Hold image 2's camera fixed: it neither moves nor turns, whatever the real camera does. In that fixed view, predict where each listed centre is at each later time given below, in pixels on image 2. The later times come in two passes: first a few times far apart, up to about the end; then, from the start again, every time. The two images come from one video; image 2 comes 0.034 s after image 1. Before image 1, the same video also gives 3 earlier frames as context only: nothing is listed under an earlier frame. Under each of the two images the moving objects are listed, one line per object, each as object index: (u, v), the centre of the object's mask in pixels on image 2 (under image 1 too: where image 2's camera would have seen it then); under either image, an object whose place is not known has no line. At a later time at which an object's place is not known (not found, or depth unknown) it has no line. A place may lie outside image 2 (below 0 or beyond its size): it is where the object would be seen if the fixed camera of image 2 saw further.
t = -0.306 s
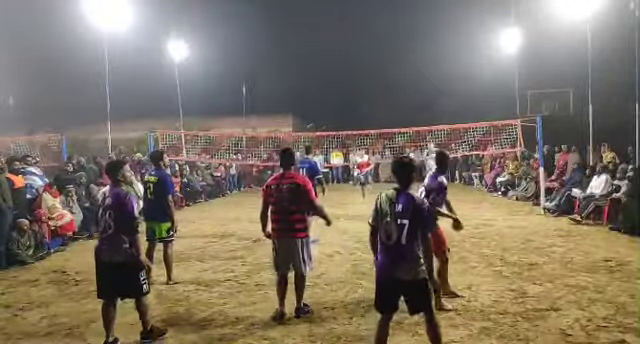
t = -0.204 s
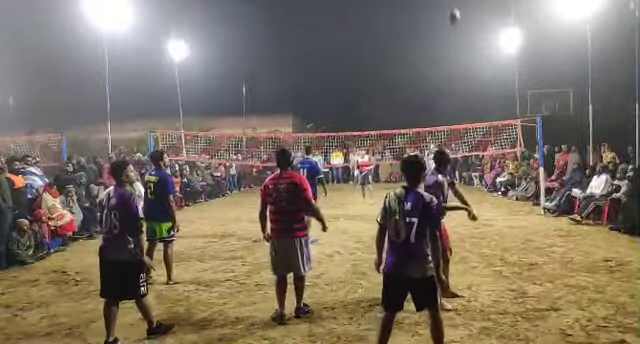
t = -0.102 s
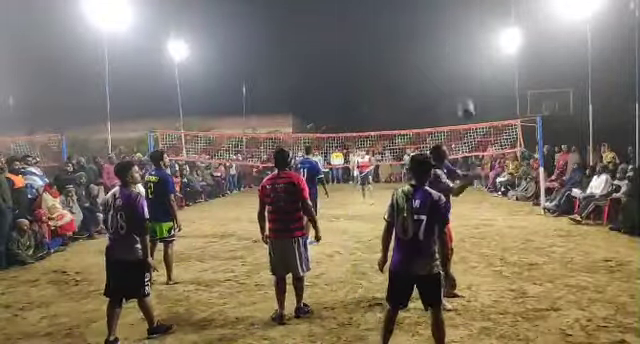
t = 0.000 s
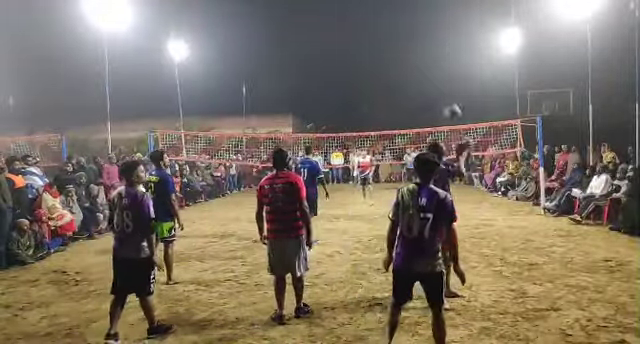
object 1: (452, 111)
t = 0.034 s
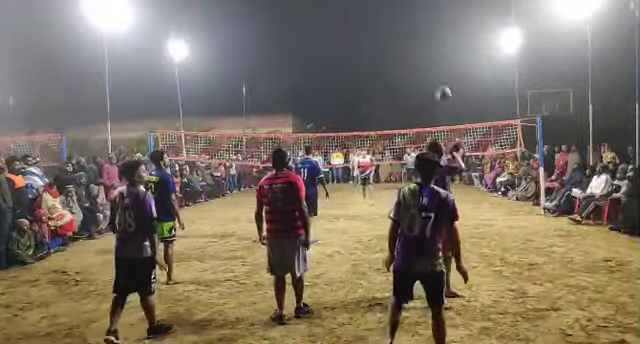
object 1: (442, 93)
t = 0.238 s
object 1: (406, 36)
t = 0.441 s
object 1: (384, 21)
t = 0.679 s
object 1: (367, 32)
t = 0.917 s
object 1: (356, 60)
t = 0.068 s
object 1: (436, 79)
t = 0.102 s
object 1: (428, 67)
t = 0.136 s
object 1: (422, 56)
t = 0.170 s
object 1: (416, 48)
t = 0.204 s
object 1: (410, 41)
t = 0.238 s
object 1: (406, 36)
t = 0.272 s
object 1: (401, 31)
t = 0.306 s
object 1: (397, 26)
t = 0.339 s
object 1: (393, 25)
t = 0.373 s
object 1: (390, 23)
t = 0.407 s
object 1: (386, 21)
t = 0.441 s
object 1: (384, 21)
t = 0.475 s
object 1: (380, 21)
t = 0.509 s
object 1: (378, 22)
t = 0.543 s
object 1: (375, 23)
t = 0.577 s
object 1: (373, 25)
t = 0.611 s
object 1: (371, 27)
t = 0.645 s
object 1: (369, 29)
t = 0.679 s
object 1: (367, 32)
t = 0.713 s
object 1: (365, 36)
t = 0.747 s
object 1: (363, 39)
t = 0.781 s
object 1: (362, 43)
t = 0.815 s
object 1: (360, 47)
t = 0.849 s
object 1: (359, 51)
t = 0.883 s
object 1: (357, 56)
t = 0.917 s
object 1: (356, 60)
